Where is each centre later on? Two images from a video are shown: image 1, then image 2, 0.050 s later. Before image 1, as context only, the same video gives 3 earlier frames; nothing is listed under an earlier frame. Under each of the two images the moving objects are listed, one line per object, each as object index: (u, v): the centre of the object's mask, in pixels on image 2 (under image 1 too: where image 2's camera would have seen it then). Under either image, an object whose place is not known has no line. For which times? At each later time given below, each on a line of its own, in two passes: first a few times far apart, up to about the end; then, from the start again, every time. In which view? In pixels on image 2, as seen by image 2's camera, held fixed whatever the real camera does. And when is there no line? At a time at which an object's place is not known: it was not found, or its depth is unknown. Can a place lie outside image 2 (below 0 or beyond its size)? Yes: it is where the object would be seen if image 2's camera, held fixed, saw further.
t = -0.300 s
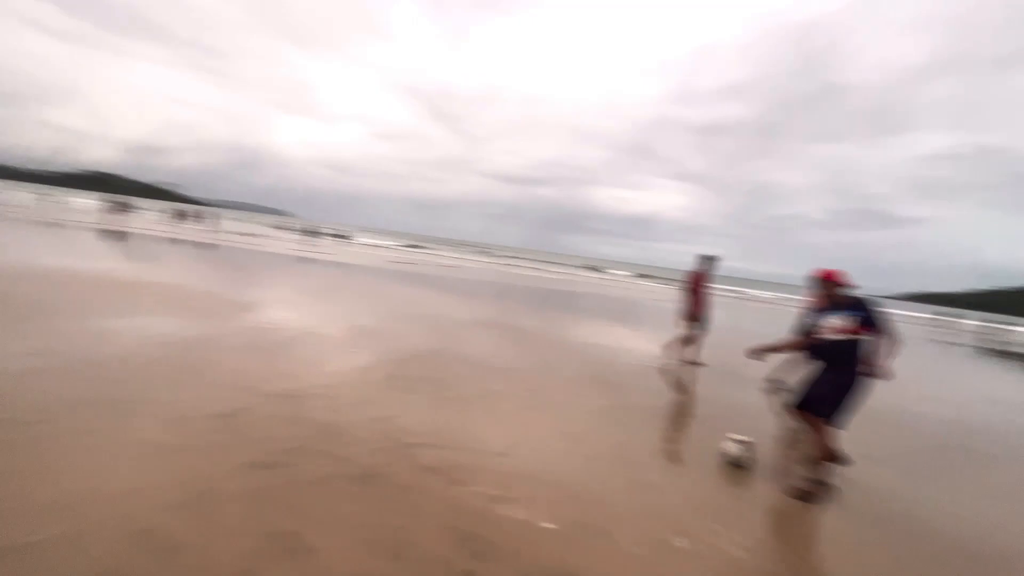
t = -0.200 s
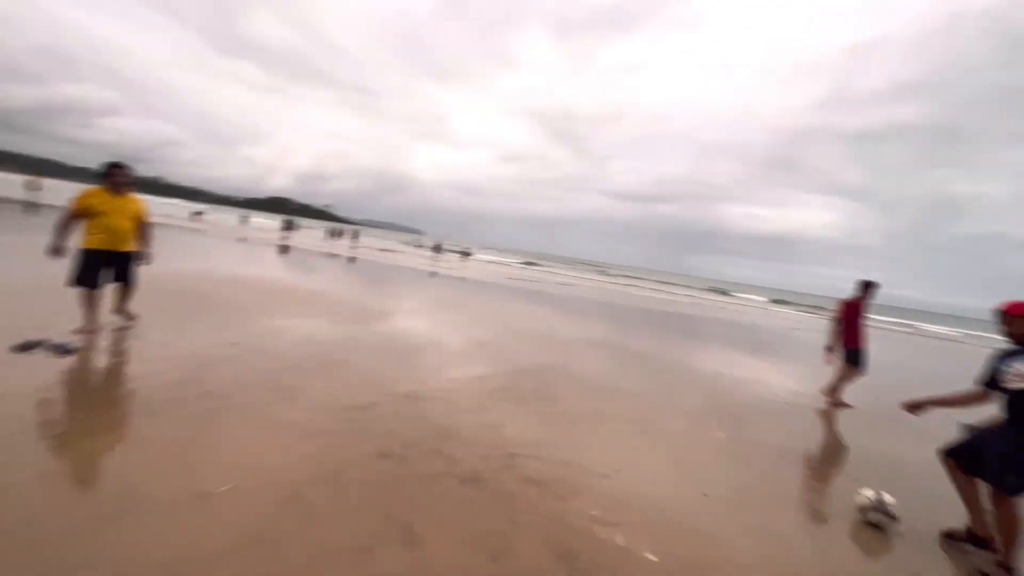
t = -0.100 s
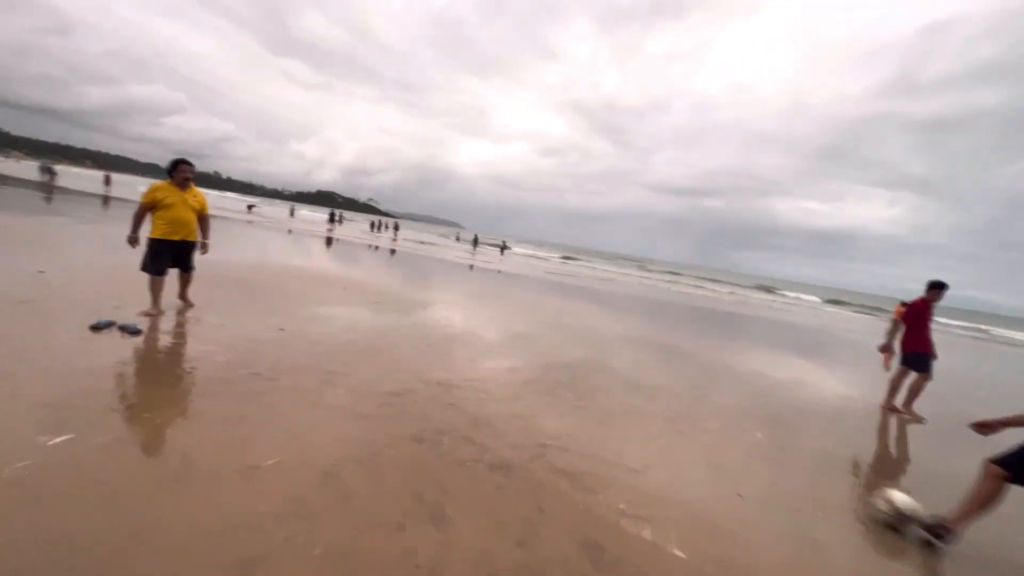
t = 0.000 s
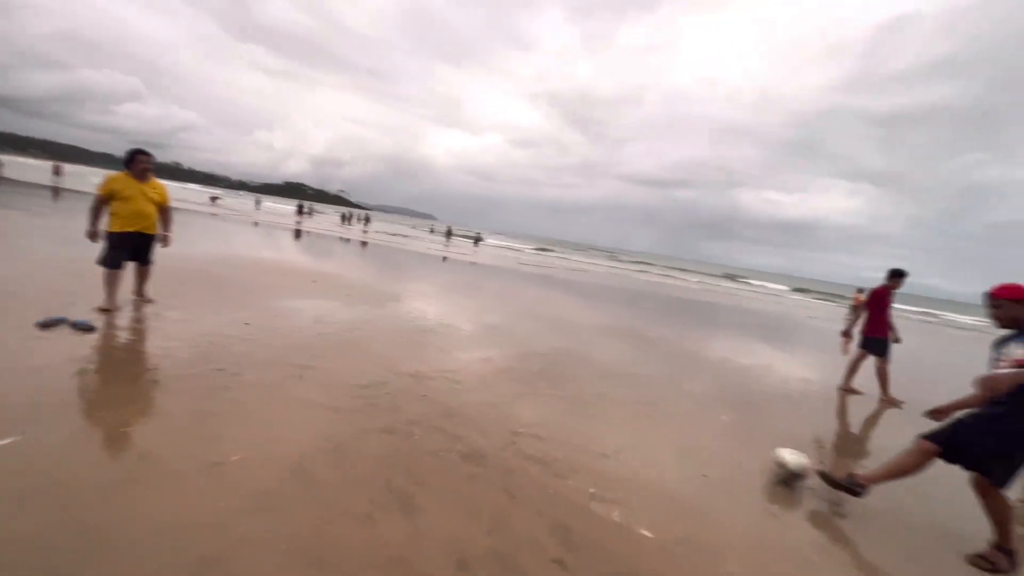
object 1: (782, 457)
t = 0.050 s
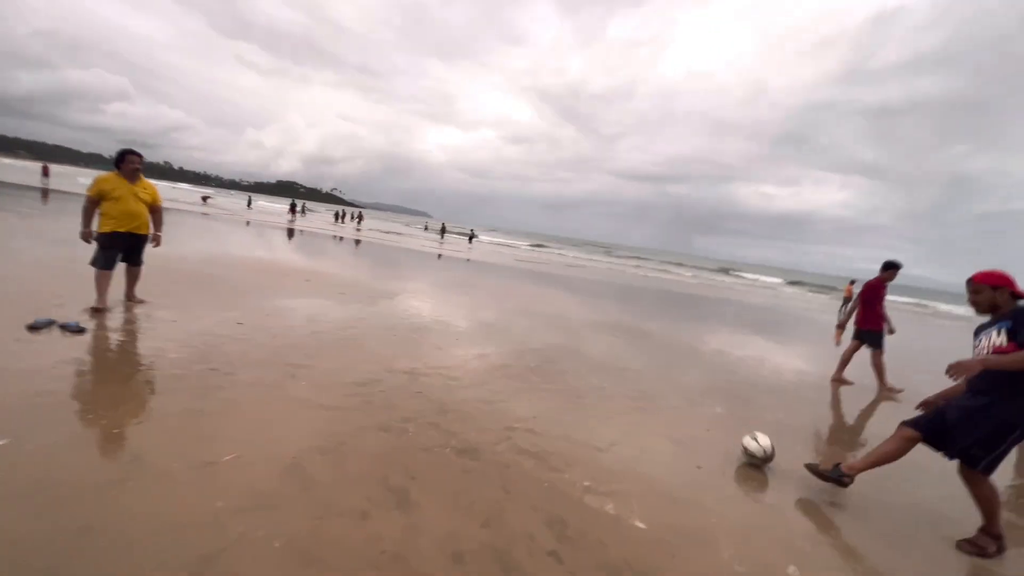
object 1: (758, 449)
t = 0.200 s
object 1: (704, 436)
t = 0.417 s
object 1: (646, 424)
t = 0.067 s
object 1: (751, 446)
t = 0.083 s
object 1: (745, 445)
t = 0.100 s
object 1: (738, 443)
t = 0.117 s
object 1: (731, 442)
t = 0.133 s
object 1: (725, 441)
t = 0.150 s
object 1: (719, 439)
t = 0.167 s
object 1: (714, 438)
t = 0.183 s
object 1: (708, 437)
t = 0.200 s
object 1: (704, 436)
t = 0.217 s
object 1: (699, 435)
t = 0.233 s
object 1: (694, 434)
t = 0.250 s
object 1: (689, 432)
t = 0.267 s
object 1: (685, 431)
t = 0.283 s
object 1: (680, 431)
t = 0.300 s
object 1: (675, 429)
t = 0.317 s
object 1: (671, 429)
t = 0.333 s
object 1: (667, 428)
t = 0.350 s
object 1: (663, 428)
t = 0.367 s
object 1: (658, 426)
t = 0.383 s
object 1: (654, 426)
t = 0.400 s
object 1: (651, 425)
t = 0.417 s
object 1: (646, 424)
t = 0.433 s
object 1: (642, 424)
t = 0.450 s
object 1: (638, 423)
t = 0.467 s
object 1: (634, 422)
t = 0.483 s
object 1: (630, 421)
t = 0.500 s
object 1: (626, 421)
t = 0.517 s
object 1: (622, 420)
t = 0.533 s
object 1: (619, 419)
